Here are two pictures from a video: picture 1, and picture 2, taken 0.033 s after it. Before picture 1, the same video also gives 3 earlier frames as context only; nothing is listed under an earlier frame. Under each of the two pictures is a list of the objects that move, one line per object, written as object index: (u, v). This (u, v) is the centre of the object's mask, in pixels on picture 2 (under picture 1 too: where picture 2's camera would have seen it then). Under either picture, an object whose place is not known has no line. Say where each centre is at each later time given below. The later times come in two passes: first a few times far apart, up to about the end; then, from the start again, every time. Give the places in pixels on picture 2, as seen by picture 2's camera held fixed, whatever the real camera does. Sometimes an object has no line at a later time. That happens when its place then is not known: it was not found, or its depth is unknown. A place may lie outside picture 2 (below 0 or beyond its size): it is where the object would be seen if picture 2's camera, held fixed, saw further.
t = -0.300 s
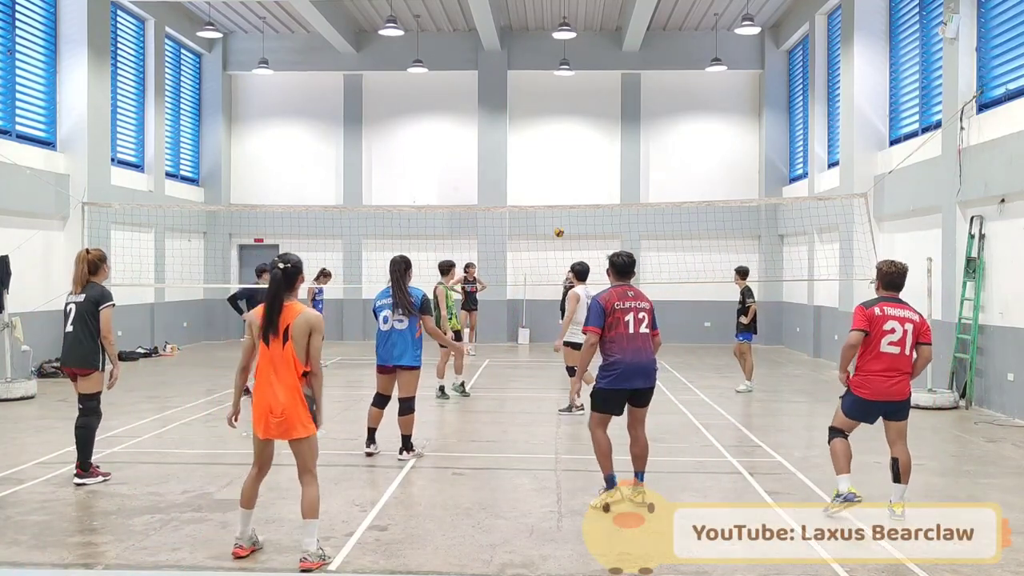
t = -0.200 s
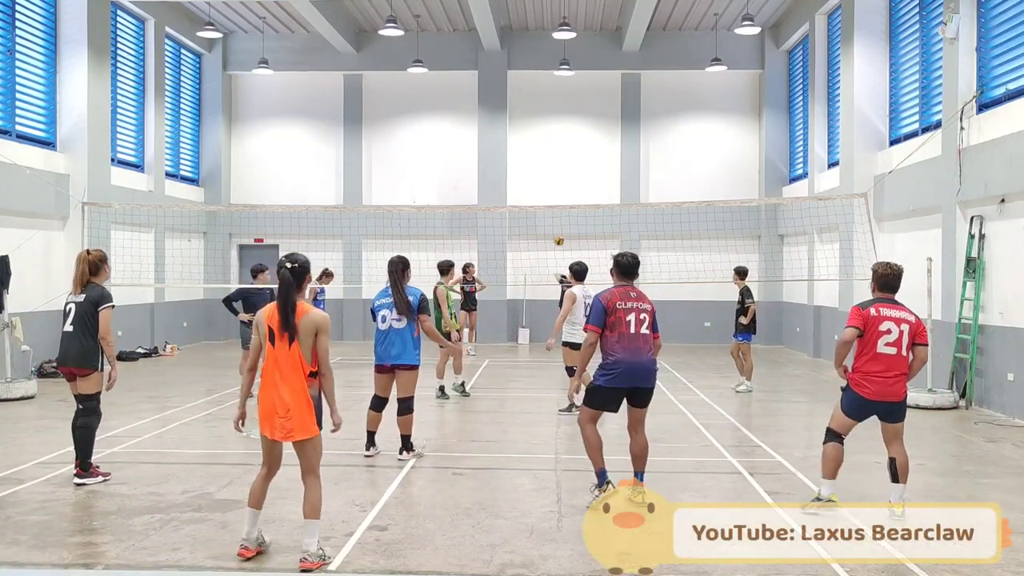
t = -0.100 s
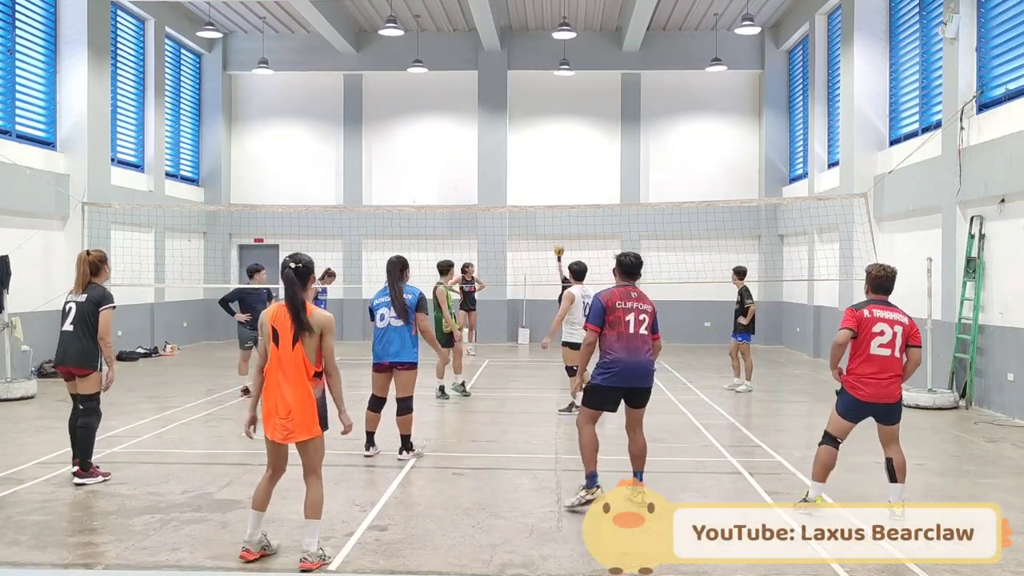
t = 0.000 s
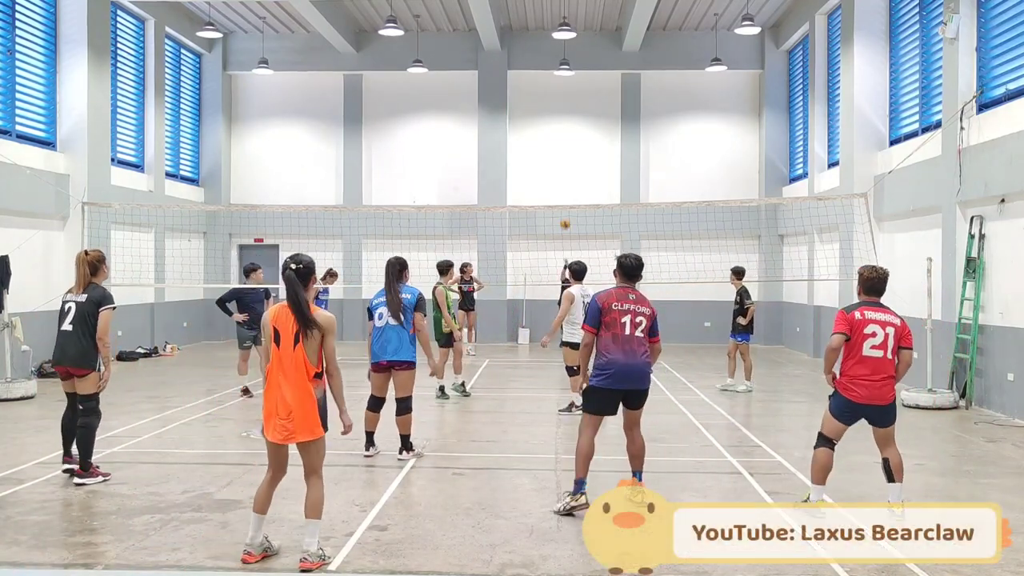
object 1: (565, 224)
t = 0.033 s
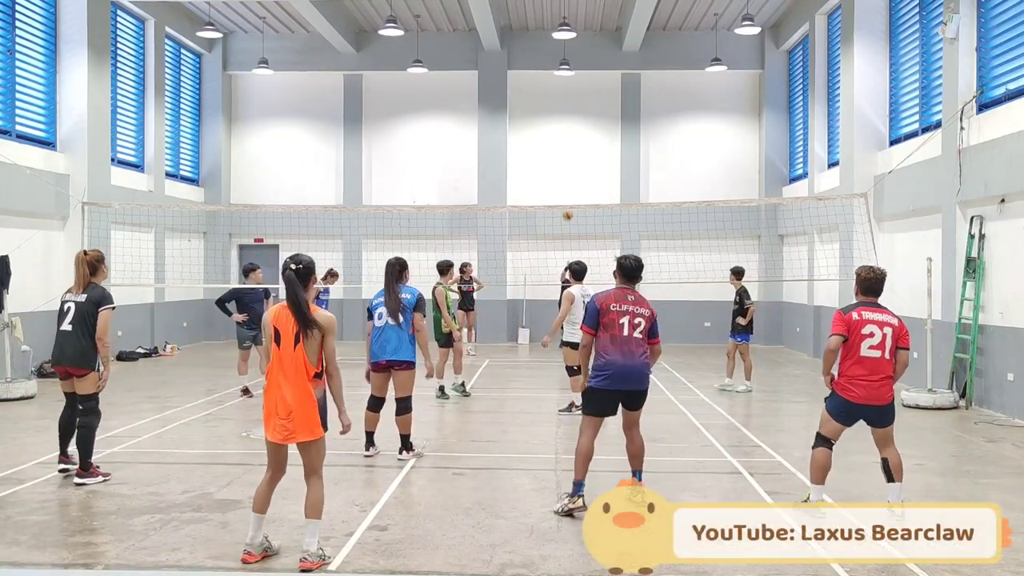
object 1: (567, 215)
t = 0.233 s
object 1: (583, 168)
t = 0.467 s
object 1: (605, 129)
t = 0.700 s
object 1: (628, 121)
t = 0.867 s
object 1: (649, 147)
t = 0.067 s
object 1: (569, 203)
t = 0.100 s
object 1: (572, 198)
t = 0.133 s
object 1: (574, 190)
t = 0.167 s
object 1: (577, 183)
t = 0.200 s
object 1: (580, 175)
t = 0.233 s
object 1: (583, 168)
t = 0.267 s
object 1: (586, 161)
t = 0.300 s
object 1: (589, 155)
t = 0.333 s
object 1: (592, 148)
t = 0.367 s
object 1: (595, 143)
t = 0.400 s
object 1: (598, 138)
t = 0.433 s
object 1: (601, 133)
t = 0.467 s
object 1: (605, 129)
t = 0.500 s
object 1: (608, 125)
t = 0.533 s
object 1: (611, 122)
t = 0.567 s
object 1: (614, 120)
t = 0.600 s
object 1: (618, 119)
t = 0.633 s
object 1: (621, 119)
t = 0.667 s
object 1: (625, 119)
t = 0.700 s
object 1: (628, 121)
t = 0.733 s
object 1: (631, 123)
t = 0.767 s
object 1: (635, 127)
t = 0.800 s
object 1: (639, 132)
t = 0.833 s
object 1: (644, 139)
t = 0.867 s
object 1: (649, 147)
